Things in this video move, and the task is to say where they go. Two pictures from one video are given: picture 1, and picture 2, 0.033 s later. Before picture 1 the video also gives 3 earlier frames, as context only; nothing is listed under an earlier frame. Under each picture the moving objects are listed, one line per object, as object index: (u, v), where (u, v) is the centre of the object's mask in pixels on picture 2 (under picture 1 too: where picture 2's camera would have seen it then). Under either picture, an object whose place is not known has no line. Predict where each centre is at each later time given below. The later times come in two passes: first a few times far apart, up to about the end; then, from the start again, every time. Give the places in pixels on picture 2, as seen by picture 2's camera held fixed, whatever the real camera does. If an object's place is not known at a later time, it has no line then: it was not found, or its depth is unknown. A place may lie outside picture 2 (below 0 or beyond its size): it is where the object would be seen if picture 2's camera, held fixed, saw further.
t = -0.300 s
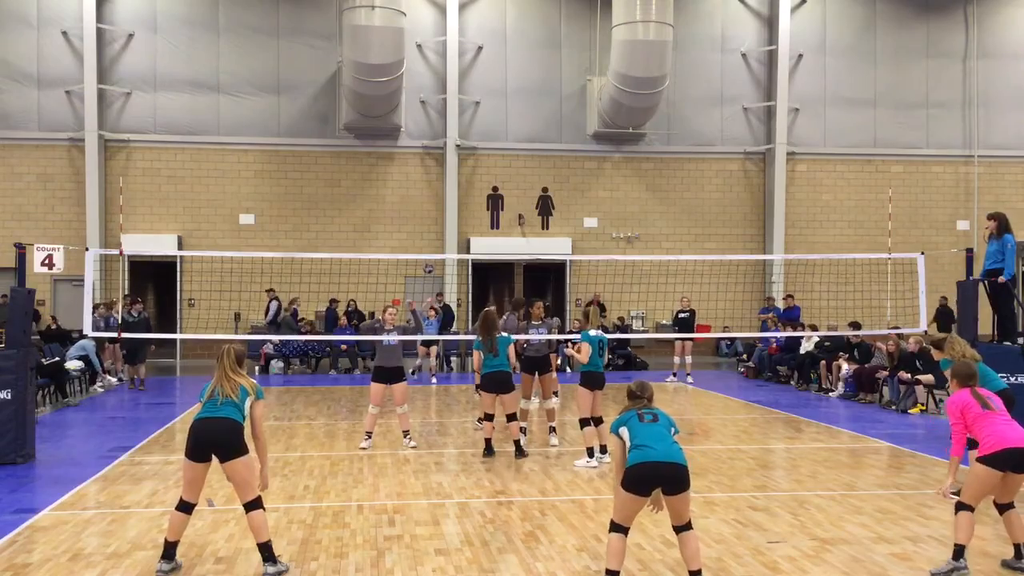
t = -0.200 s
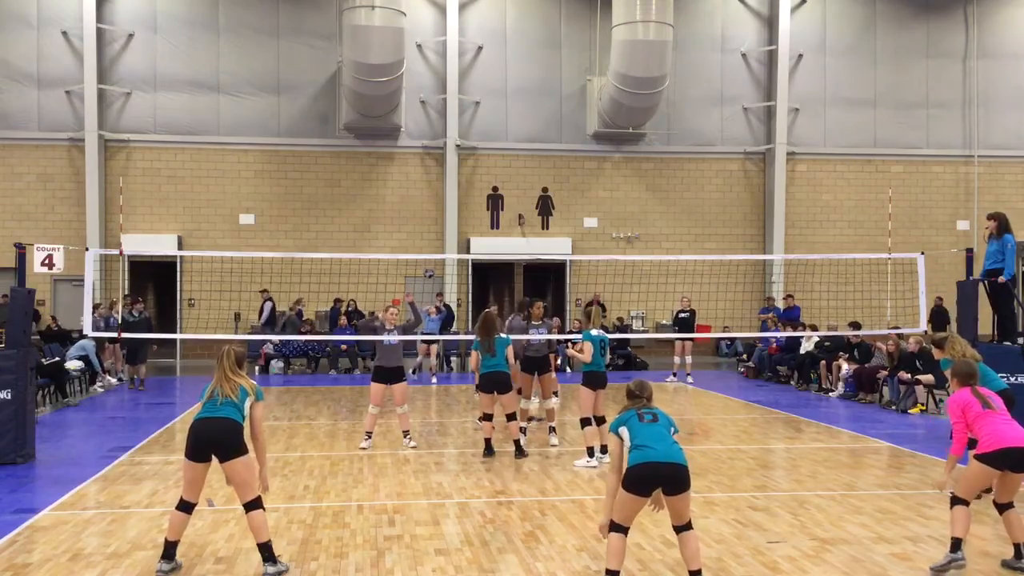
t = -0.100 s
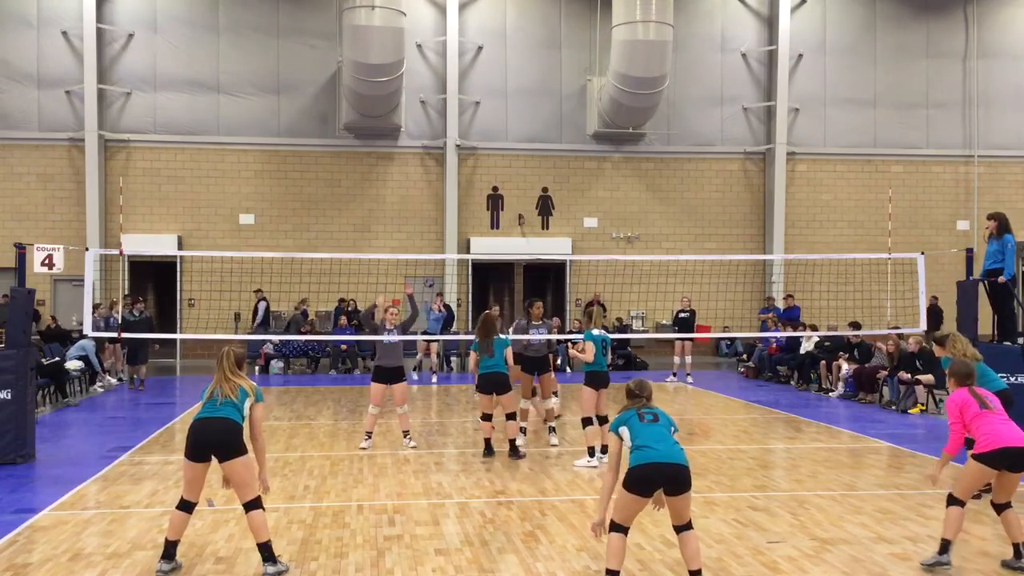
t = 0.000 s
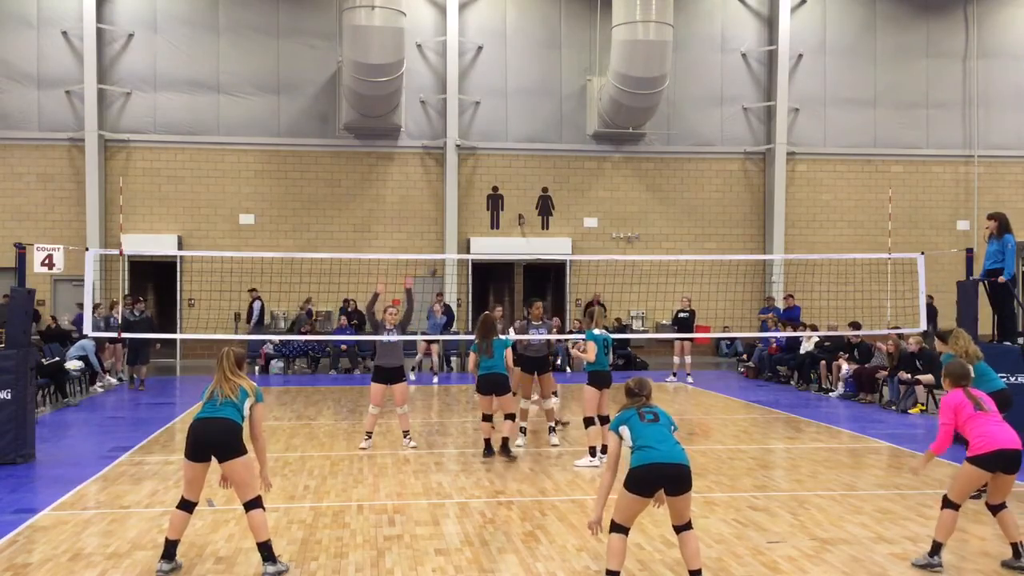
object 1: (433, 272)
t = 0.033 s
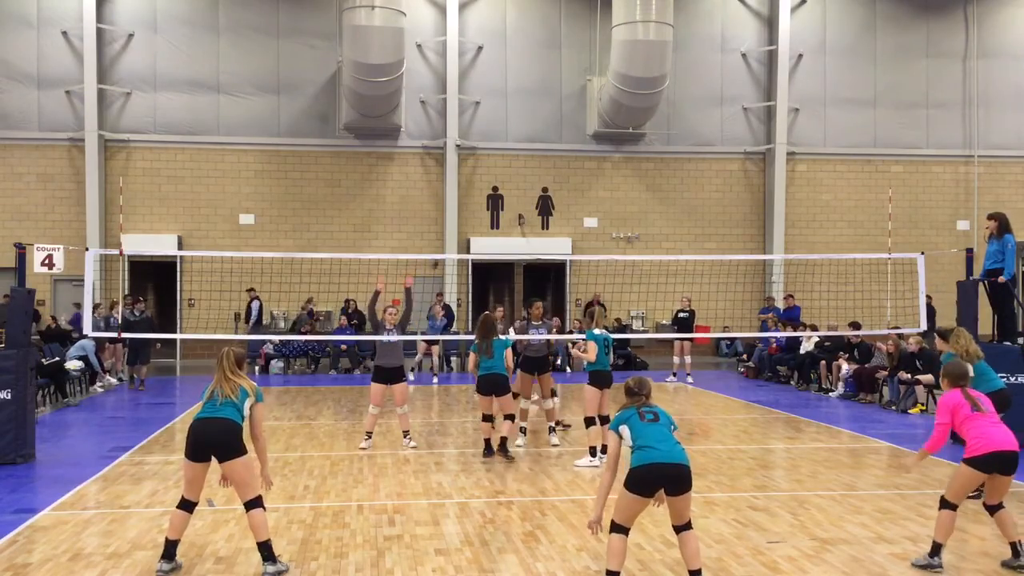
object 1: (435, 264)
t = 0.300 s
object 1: (446, 206)
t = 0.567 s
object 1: (462, 187)
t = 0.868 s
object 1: (512, 238)
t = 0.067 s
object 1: (438, 251)
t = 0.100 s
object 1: (438, 248)
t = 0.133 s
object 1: (439, 239)
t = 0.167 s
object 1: (440, 232)
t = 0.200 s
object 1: (441, 224)
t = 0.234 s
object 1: (443, 218)
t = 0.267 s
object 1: (444, 212)
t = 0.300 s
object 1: (446, 206)
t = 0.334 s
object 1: (447, 201)
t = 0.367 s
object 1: (448, 198)
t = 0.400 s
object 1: (450, 194)
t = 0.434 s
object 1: (452, 191)
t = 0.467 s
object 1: (454, 188)
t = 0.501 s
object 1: (456, 186)
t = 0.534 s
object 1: (459, 186)
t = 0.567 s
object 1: (462, 187)
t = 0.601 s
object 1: (466, 187)
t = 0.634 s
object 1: (471, 190)
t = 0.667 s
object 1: (475, 194)
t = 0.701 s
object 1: (479, 198)
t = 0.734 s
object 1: (485, 204)
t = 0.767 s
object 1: (491, 210)
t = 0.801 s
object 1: (497, 219)
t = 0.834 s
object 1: (504, 228)
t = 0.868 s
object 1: (512, 238)
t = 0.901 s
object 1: (520, 252)
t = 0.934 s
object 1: (531, 271)
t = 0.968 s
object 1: (540, 286)
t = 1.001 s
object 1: (552, 306)
